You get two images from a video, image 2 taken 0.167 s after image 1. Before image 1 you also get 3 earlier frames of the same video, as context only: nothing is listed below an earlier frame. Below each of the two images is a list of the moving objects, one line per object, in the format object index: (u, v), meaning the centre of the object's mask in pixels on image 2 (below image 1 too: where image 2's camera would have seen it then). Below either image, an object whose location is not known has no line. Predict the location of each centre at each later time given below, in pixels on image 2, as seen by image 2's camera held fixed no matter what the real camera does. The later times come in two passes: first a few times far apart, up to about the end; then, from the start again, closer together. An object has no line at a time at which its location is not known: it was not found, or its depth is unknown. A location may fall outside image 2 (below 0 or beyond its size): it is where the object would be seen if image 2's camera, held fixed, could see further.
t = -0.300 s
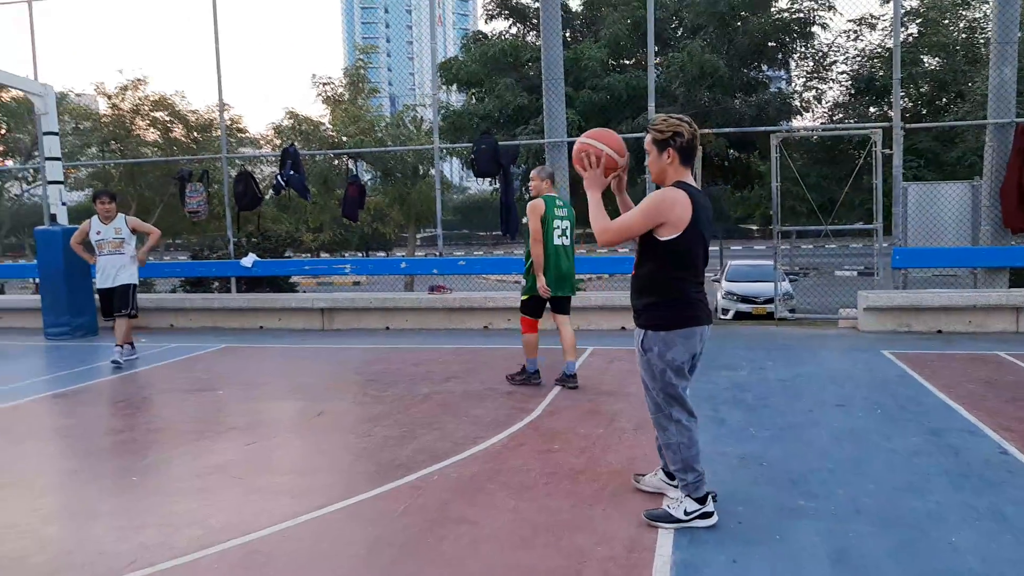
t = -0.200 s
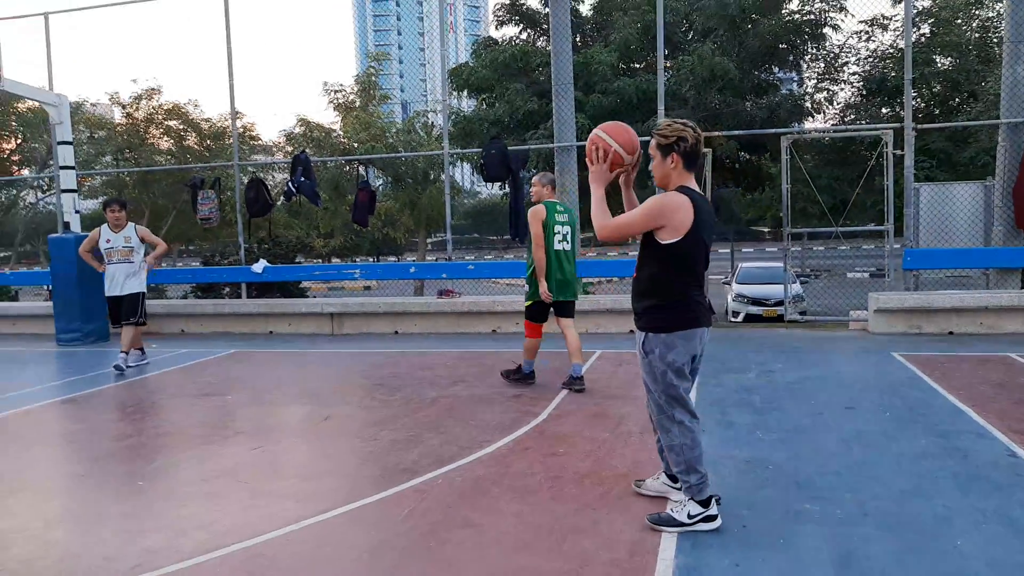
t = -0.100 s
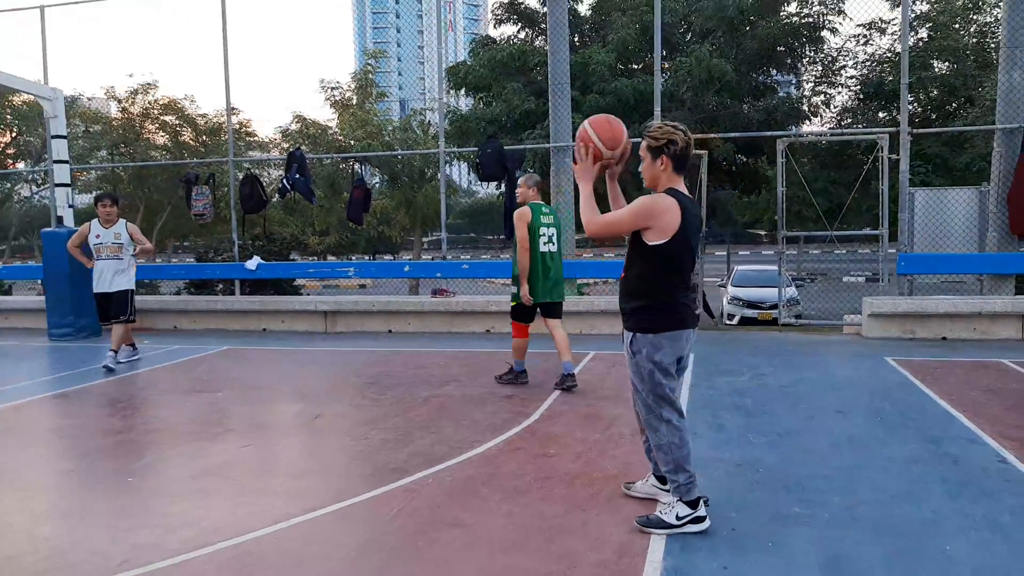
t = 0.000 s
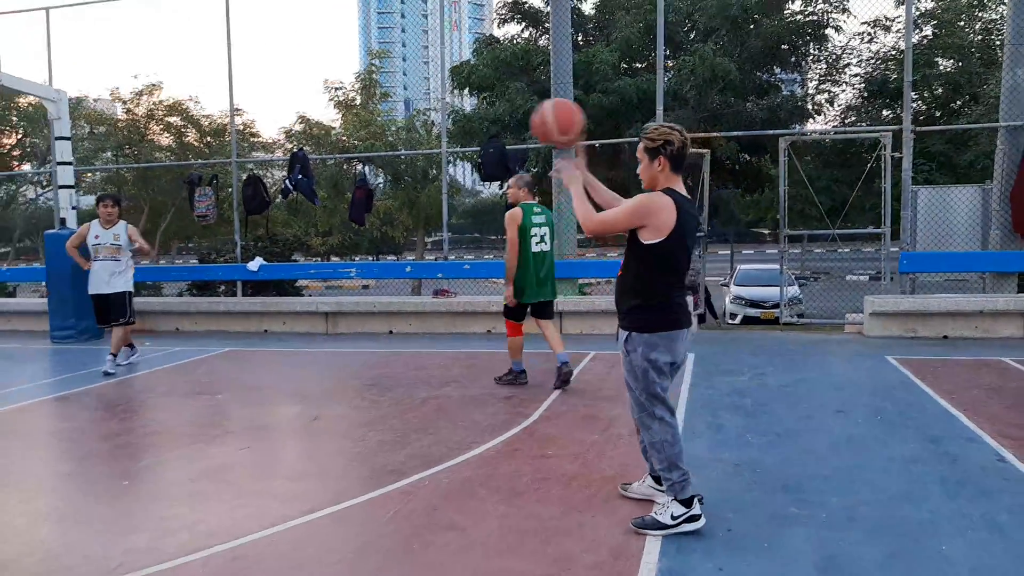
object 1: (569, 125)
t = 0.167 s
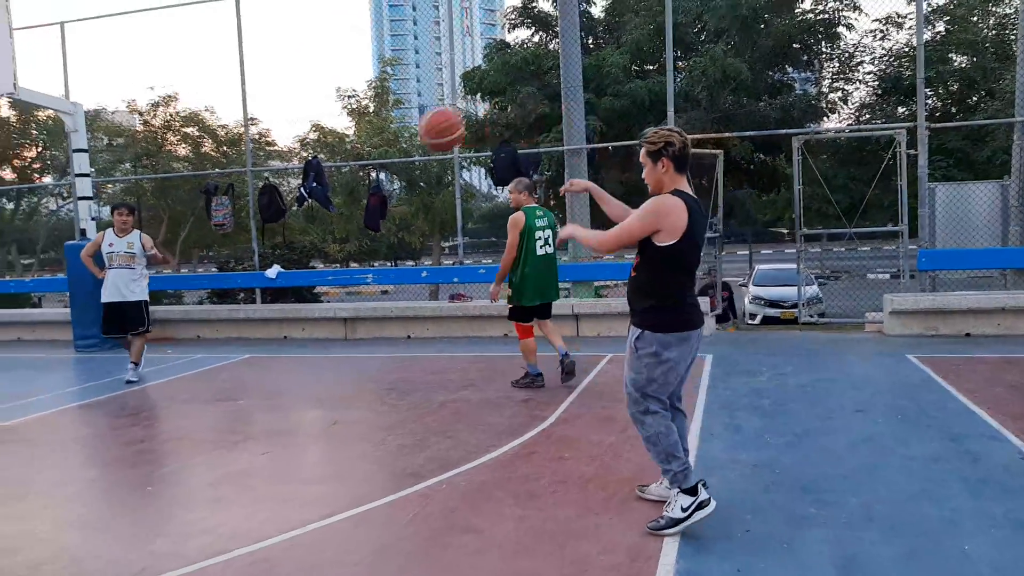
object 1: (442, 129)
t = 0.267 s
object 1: (380, 152)
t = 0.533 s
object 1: (257, 270)
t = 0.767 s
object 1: (191, 376)
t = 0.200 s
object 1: (420, 135)
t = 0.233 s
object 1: (399, 143)
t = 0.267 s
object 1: (380, 152)
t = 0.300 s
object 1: (362, 163)
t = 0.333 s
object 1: (344, 176)
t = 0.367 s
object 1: (328, 188)
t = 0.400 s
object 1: (311, 203)
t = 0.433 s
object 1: (297, 218)
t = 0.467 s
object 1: (284, 234)
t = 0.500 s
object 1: (270, 252)
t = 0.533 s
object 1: (257, 270)
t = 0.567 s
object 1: (246, 290)
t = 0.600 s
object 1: (235, 311)
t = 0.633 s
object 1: (225, 333)
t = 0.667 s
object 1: (216, 354)
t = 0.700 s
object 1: (206, 378)
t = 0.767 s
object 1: (191, 376)
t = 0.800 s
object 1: (185, 357)
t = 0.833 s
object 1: (178, 339)
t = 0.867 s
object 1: (173, 324)
